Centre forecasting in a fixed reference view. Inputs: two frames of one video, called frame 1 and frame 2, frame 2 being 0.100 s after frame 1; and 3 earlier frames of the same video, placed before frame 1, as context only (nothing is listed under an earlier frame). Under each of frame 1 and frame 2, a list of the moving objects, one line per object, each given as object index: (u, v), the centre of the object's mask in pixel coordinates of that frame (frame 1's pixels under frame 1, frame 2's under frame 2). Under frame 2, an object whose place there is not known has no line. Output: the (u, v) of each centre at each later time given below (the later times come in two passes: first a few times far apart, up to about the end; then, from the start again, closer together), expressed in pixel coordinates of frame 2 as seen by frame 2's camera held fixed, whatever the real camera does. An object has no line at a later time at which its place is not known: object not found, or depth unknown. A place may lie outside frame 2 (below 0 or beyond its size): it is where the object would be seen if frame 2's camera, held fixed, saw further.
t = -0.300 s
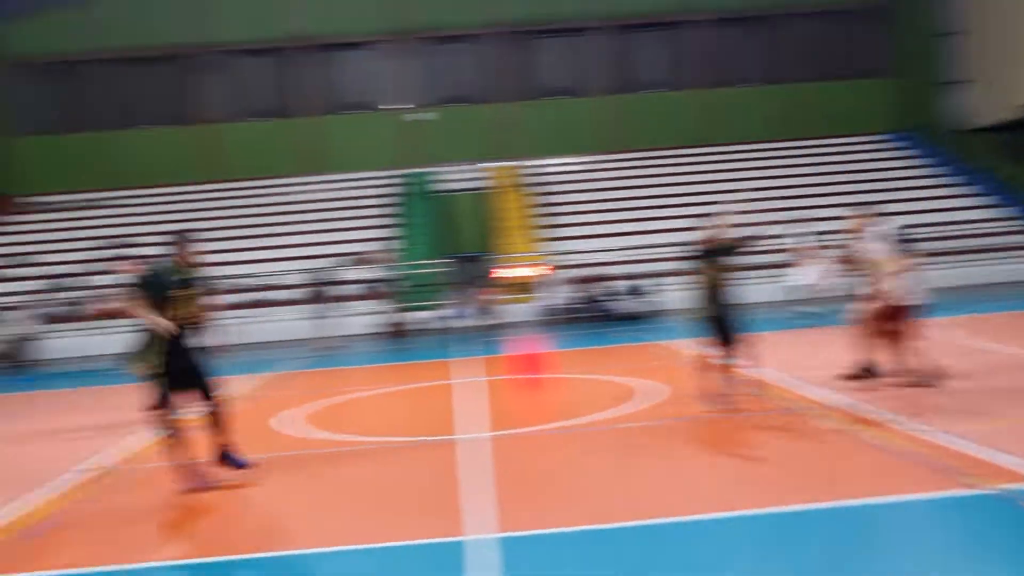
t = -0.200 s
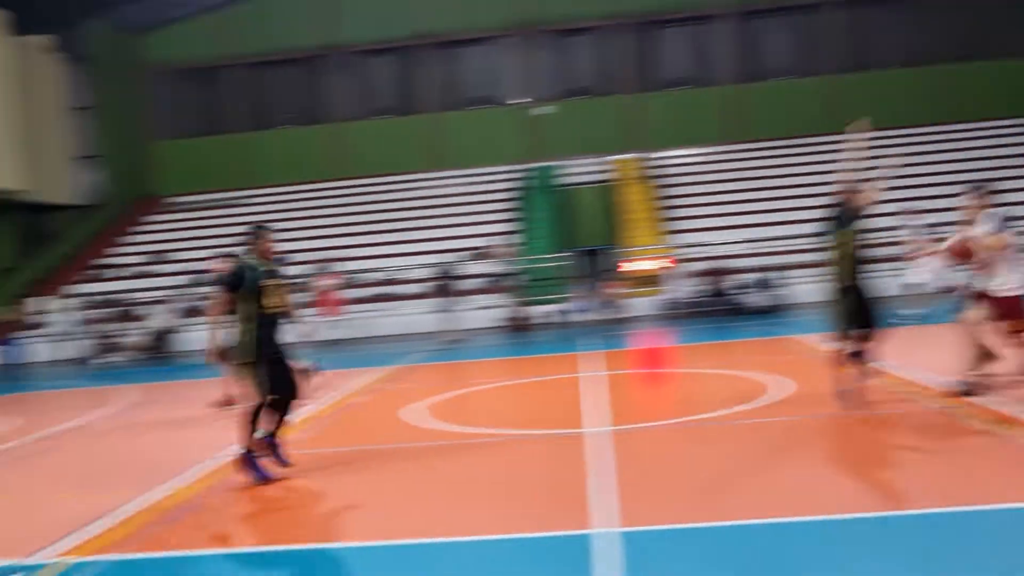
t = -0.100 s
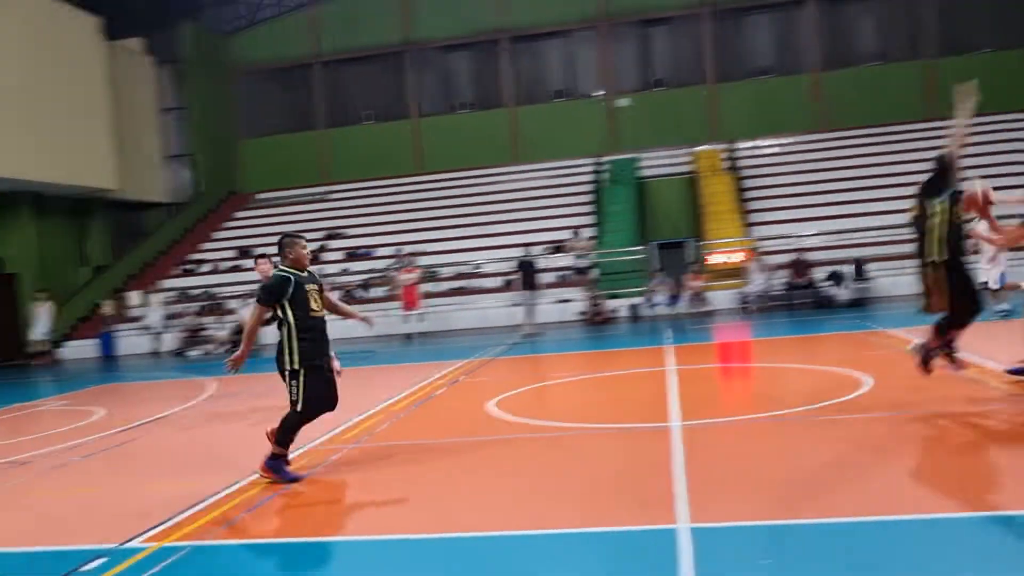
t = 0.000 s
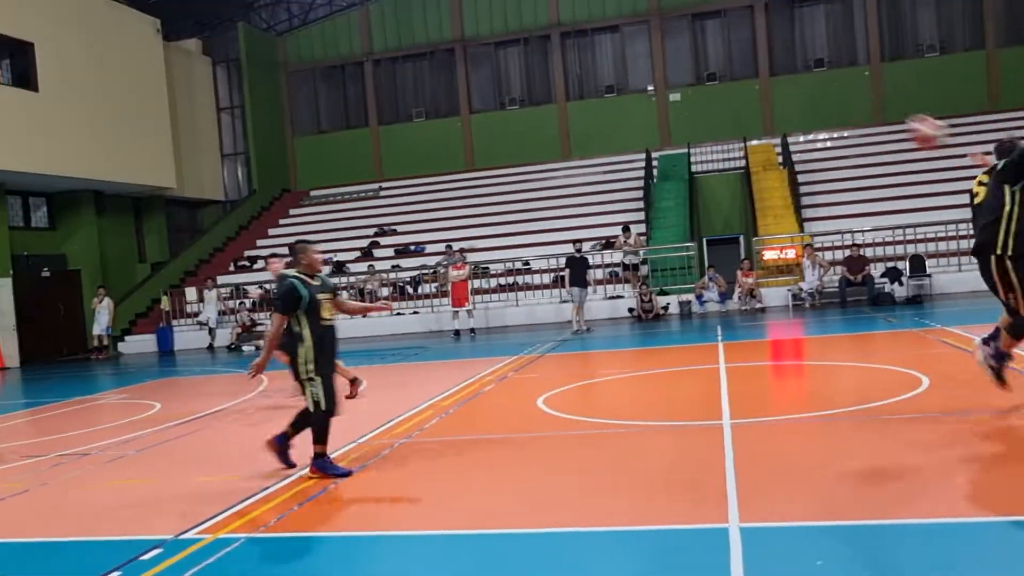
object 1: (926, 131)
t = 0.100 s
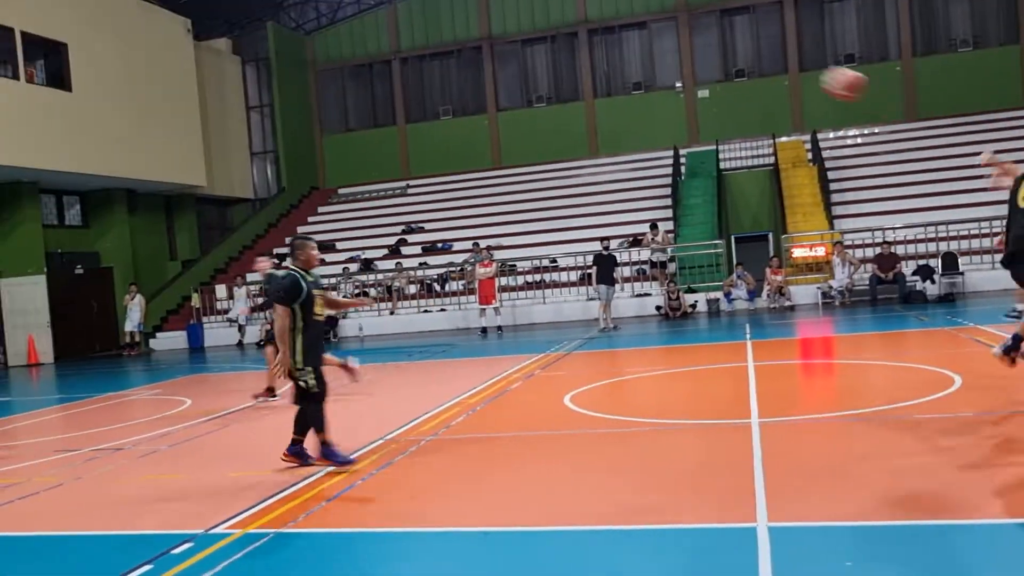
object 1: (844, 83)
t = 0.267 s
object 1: (668, 37)
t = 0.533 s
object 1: (423, 37)
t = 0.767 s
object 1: (247, 94)
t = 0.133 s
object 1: (806, 71)
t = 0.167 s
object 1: (770, 60)
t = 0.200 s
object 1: (736, 51)
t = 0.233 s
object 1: (702, 43)
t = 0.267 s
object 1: (668, 37)
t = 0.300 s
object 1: (634, 32)
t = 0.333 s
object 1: (602, 30)
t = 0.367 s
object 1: (570, 28)
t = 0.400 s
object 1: (540, 27)
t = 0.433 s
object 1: (510, 28)
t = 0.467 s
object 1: (481, 30)
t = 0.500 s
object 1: (453, 33)
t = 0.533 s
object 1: (423, 37)
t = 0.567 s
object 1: (397, 42)
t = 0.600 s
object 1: (372, 47)
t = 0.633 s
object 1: (344, 55)
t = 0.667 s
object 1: (318, 64)
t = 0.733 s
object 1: (269, 84)
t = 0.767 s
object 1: (247, 94)
